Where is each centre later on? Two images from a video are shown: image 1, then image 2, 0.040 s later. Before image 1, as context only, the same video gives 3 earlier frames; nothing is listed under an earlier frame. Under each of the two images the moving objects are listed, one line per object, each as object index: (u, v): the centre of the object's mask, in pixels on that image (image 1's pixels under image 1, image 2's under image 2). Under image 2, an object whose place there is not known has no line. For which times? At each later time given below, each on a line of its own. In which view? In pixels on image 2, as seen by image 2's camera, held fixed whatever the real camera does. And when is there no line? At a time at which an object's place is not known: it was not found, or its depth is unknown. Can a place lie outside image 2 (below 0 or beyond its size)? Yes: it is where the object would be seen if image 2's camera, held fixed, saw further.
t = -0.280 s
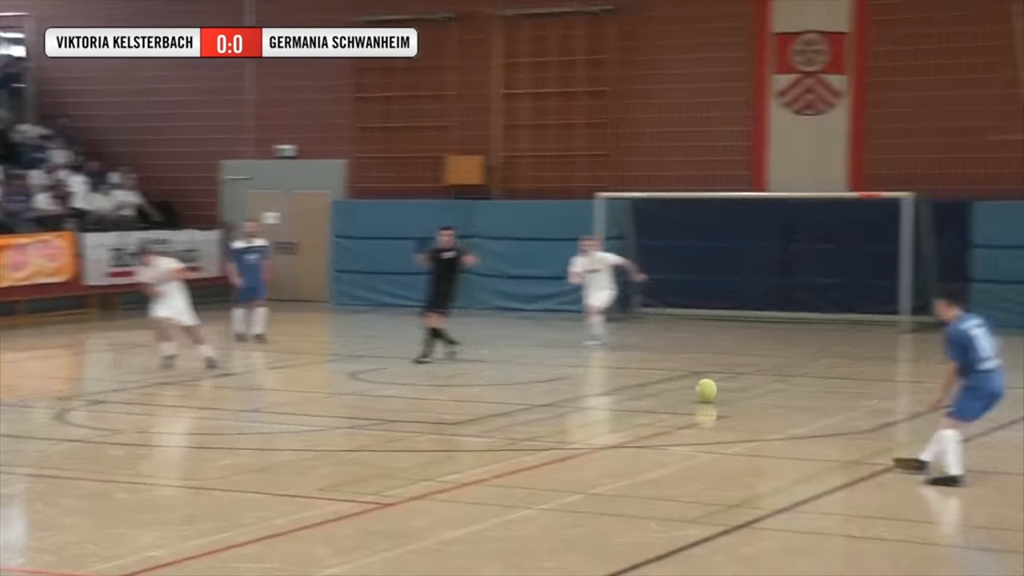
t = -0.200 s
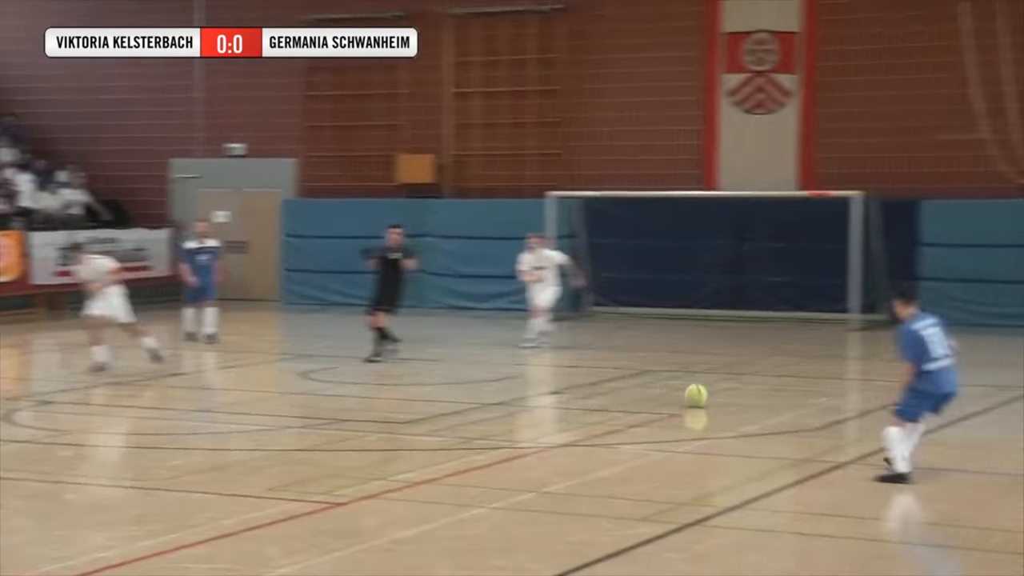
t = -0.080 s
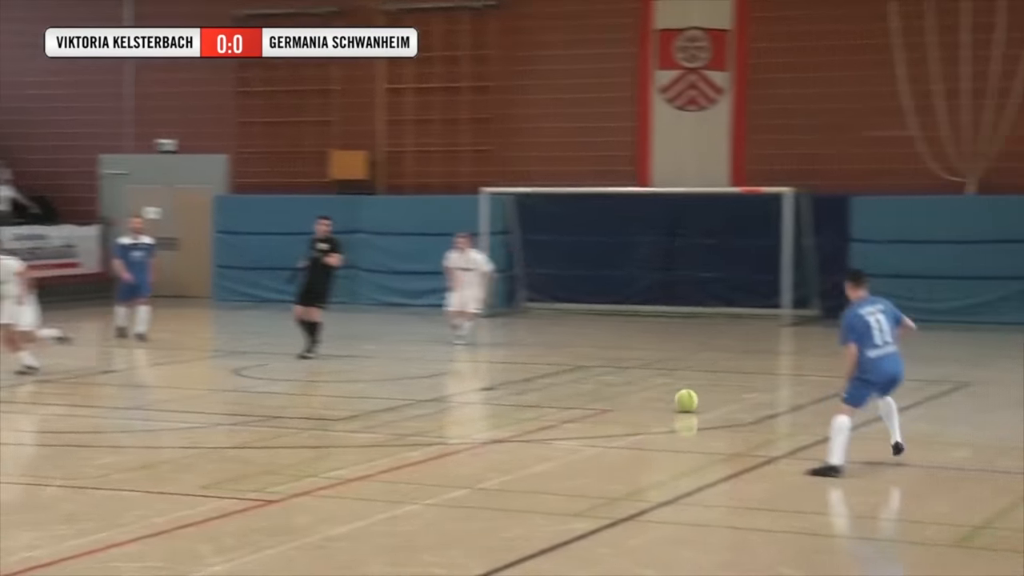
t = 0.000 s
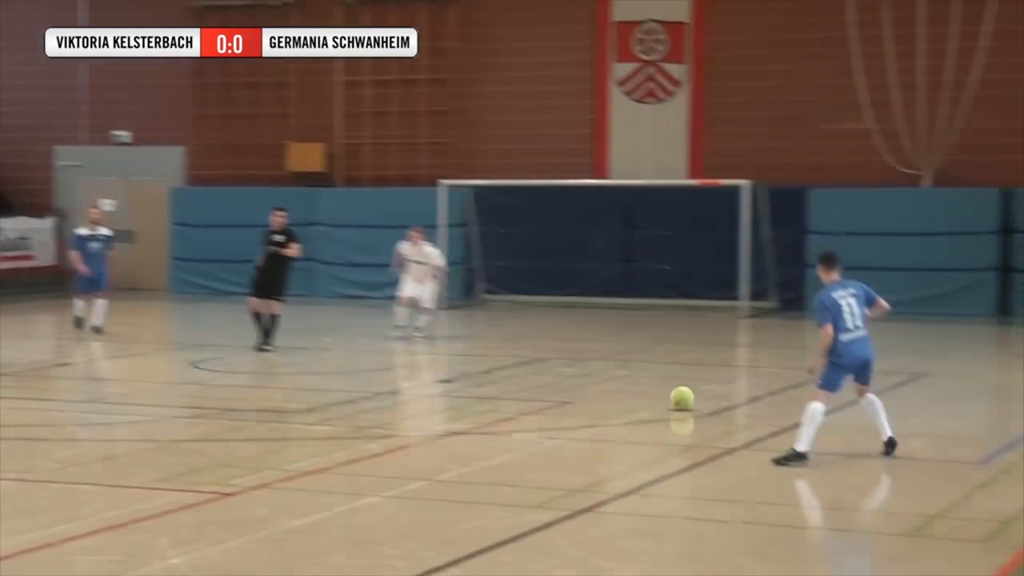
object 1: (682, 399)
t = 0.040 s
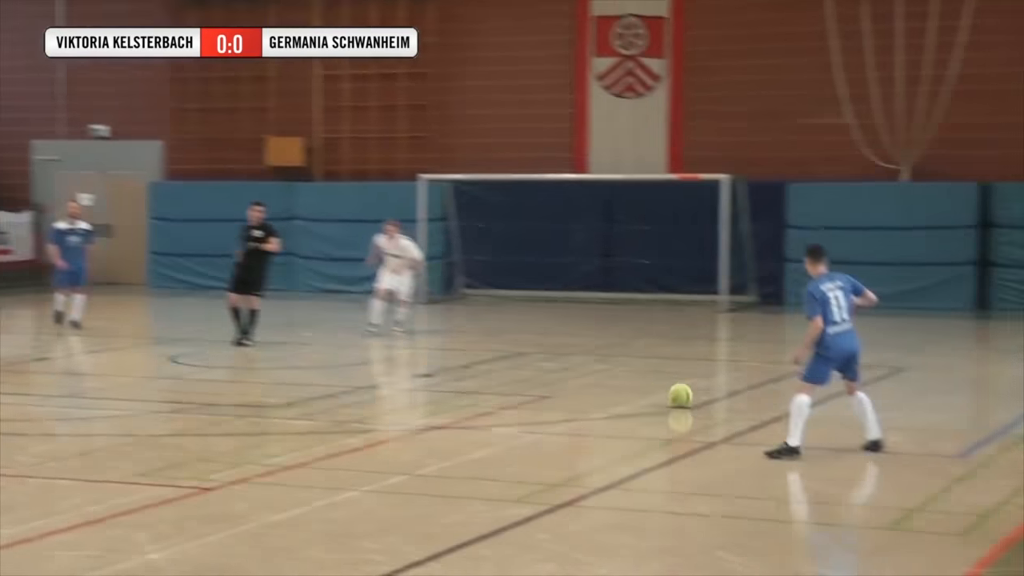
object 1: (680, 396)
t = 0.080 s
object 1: (698, 398)
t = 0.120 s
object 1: (717, 401)
